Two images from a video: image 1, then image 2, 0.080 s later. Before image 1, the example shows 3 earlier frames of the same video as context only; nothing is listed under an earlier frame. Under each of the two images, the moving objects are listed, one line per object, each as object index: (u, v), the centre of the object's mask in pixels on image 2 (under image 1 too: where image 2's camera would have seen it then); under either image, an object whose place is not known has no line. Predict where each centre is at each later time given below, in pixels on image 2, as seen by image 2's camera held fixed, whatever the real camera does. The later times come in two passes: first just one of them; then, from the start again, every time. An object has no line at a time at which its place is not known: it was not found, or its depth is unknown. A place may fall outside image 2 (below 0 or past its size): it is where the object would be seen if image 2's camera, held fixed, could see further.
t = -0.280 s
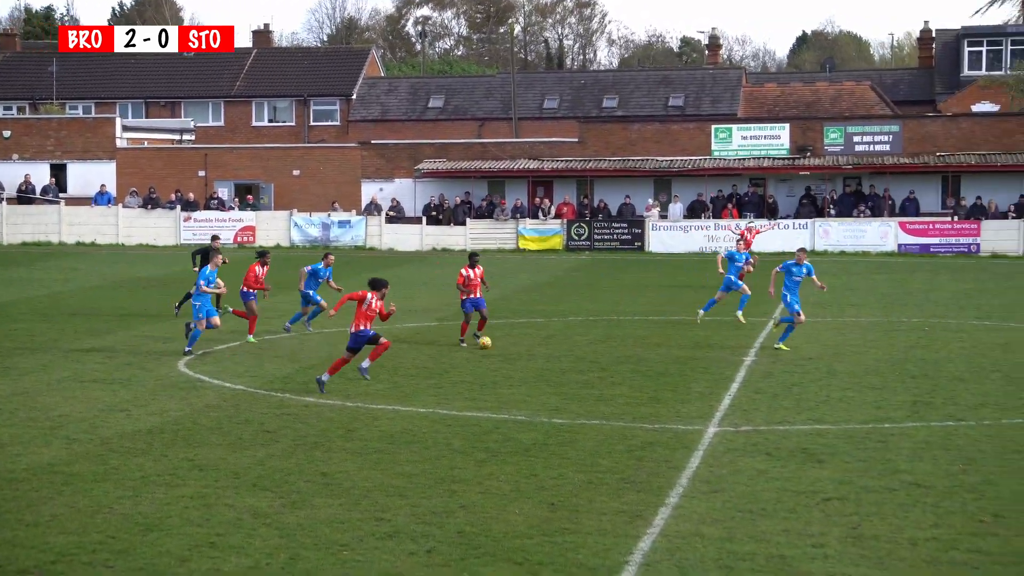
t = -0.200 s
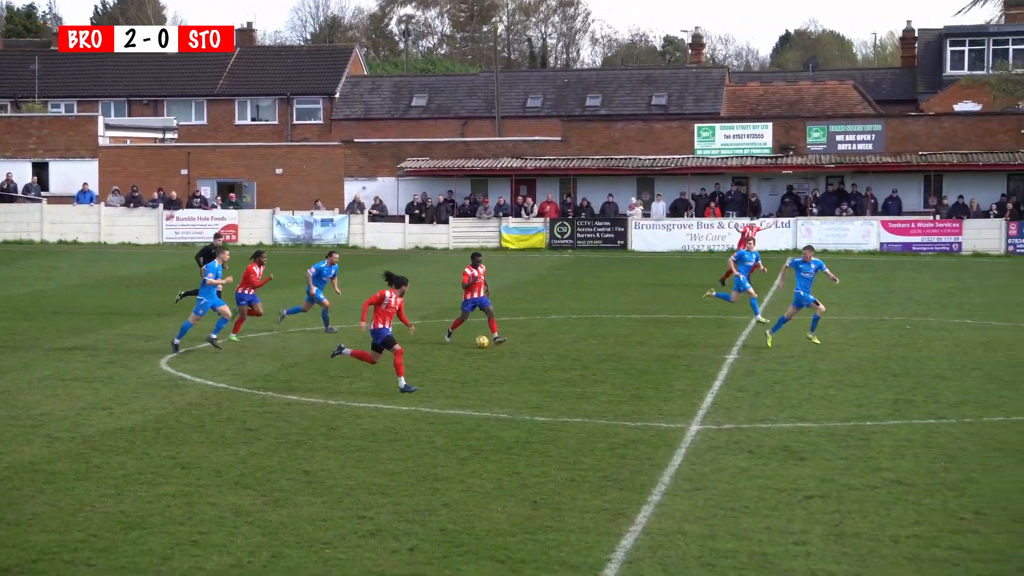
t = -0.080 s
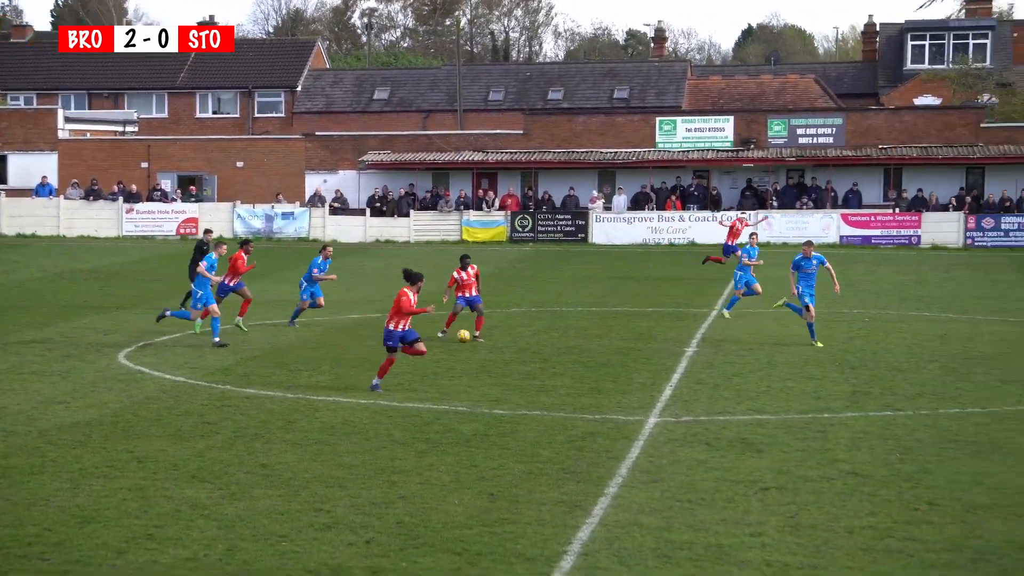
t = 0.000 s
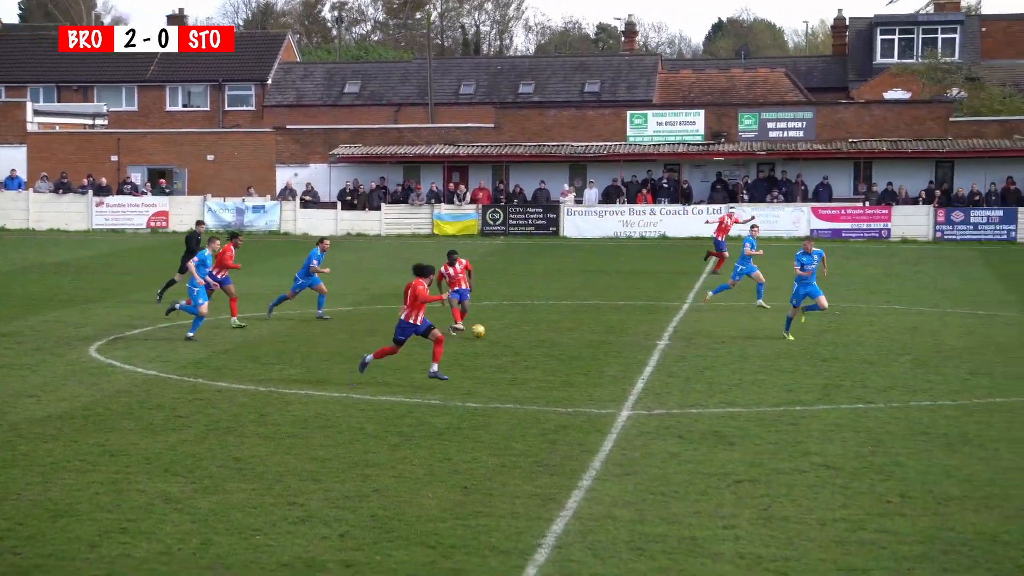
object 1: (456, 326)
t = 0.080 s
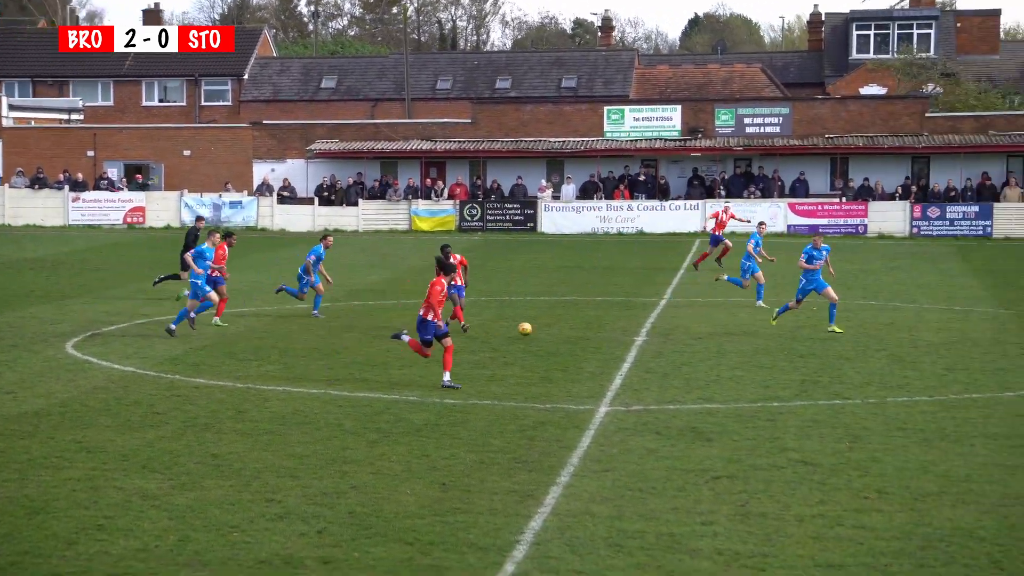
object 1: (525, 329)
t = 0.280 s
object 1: (698, 346)
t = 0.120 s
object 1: (560, 332)
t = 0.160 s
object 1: (595, 338)
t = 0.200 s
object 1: (630, 341)
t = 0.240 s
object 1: (664, 344)
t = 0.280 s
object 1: (698, 346)
